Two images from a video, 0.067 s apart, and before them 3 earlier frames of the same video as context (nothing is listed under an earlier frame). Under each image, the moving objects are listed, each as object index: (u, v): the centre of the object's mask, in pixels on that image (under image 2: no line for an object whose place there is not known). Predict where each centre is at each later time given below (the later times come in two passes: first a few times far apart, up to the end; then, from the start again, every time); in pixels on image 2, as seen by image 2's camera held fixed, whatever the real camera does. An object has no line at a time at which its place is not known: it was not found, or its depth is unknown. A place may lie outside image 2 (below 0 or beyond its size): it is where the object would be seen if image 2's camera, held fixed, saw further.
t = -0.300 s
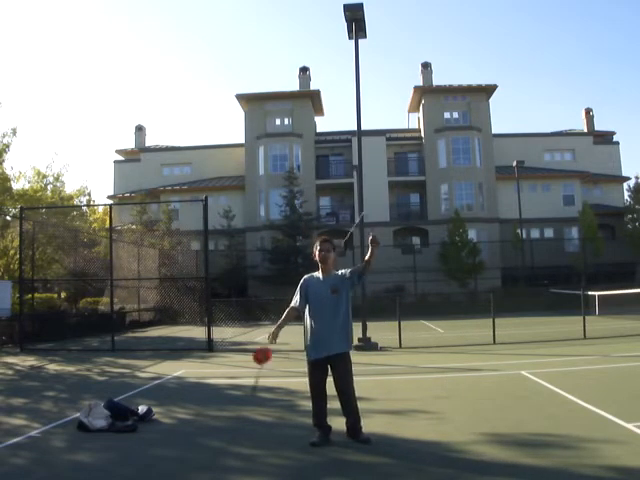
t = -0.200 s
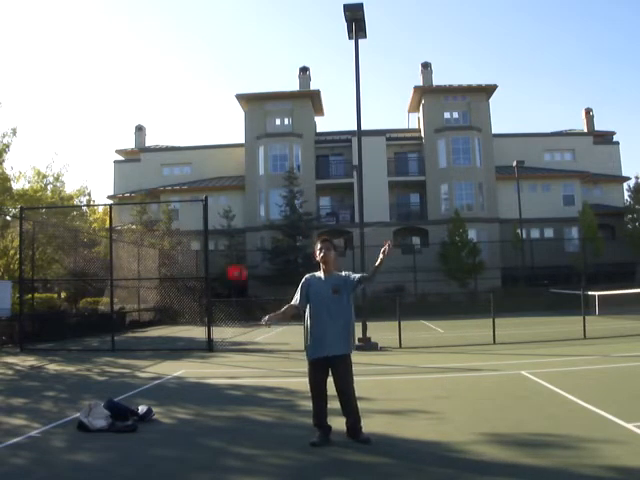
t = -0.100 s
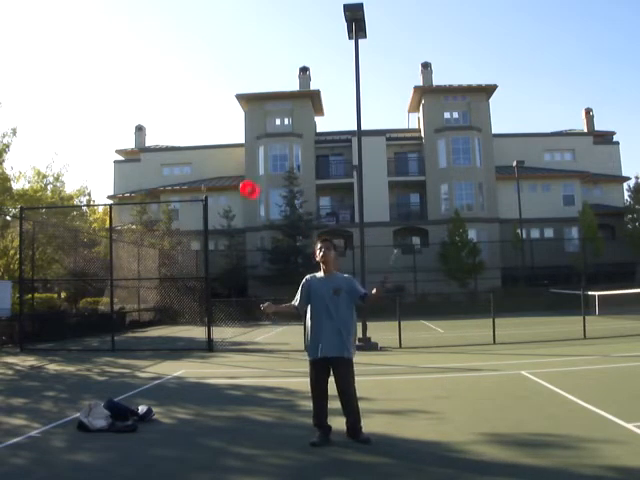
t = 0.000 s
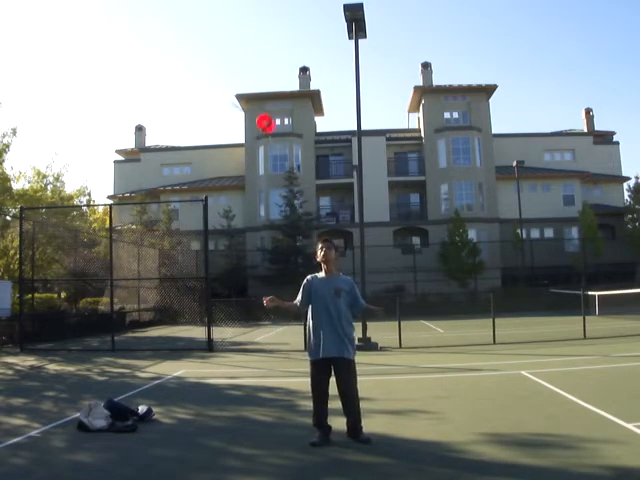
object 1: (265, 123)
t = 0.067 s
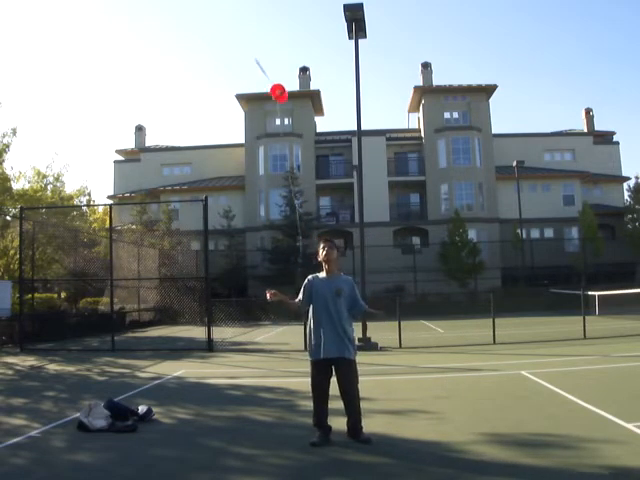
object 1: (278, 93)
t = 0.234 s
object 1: (308, 44)
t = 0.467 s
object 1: (339, 40)
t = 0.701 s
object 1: (361, 97)
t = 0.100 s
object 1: (284, 79)
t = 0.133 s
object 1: (291, 68)
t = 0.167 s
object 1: (297, 58)
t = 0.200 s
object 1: (303, 50)
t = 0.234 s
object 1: (308, 44)
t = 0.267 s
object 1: (313, 39)
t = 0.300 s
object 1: (318, 36)
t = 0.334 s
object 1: (323, 34)
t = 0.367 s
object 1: (327, 34)
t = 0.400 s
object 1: (331, 35)
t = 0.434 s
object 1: (335, 37)
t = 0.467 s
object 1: (339, 40)
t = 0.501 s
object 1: (343, 45)
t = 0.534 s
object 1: (346, 51)
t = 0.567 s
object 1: (350, 58)
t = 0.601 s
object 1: (353, 66)
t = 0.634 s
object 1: (355, 76)
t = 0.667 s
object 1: (358, 86)
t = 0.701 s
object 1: (361, 97)
